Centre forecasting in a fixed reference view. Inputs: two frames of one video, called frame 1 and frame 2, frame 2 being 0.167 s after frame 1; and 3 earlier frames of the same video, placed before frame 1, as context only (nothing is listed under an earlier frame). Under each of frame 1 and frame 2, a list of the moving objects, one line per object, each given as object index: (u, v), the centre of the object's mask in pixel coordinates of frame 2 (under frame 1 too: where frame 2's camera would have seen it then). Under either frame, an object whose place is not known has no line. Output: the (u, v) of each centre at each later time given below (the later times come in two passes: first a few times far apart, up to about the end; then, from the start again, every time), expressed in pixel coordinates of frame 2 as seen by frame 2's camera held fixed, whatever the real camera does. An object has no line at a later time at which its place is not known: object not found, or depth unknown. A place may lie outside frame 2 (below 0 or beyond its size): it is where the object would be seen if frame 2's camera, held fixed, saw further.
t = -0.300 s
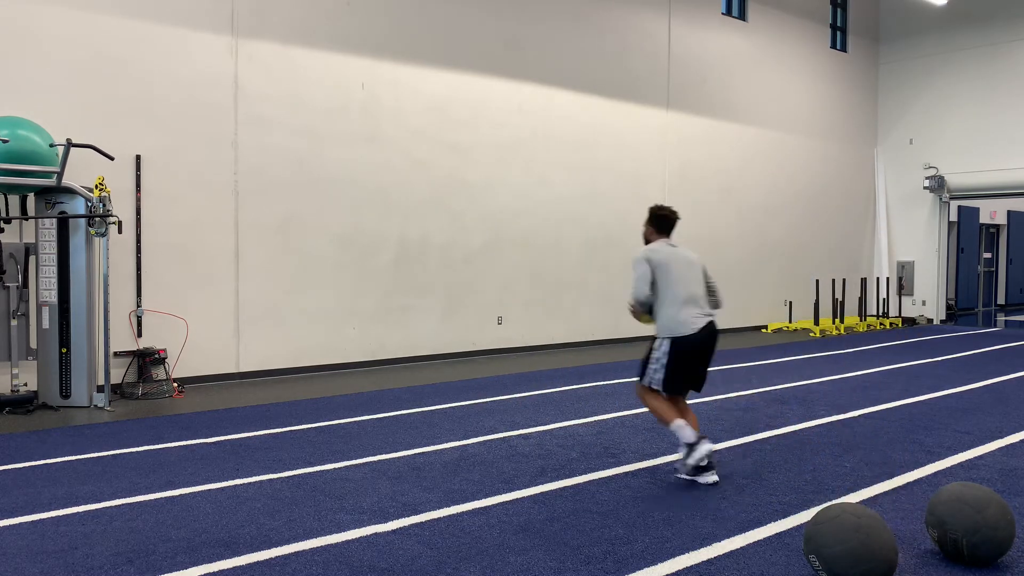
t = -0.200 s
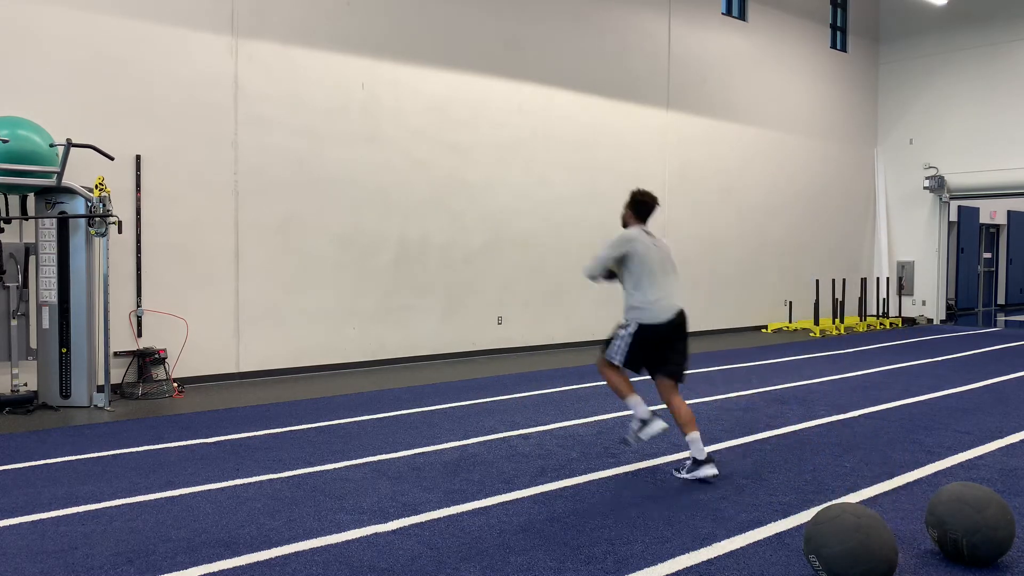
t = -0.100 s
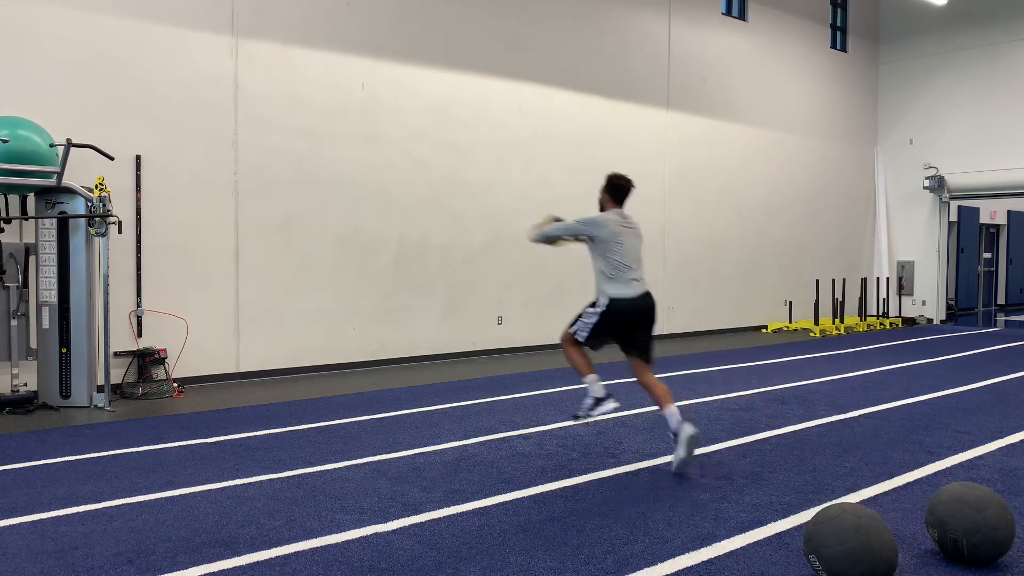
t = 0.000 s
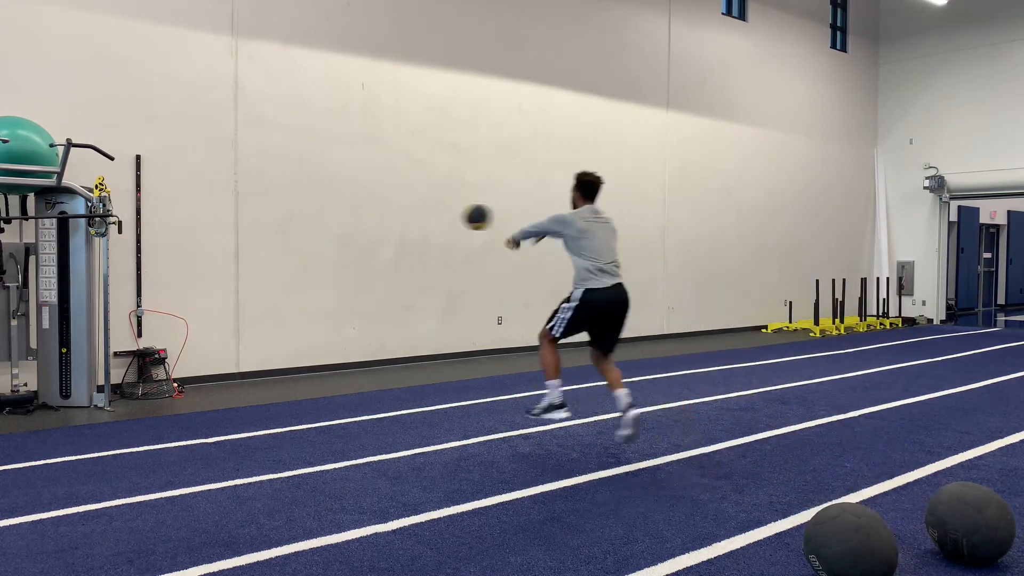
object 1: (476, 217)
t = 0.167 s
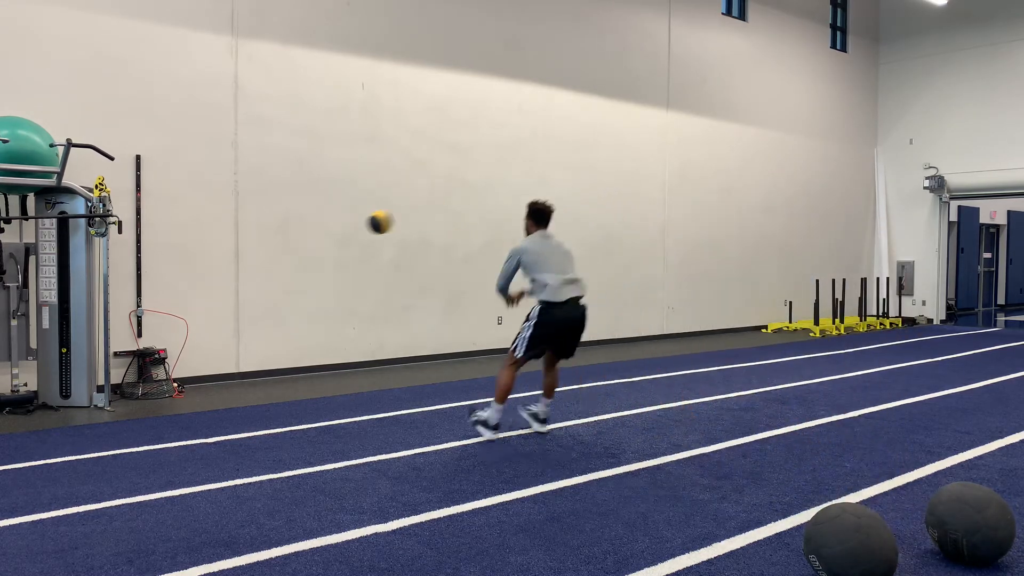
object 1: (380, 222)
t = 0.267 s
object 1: (333, 238)
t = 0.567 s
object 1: (347, 308)
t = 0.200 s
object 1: (364, 226)
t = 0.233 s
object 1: (348, 232)
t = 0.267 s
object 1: (333, 238)
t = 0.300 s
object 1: (320, 244)
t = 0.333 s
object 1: (306, 252)
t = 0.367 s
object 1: (299, 257)
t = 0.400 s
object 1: (307, 263)
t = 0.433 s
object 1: (314, 269)
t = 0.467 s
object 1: (322, 277)
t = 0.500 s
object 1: (330, 286)
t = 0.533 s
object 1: (339, 297)
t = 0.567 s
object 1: (347, 308)
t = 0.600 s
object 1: (356, 321)
